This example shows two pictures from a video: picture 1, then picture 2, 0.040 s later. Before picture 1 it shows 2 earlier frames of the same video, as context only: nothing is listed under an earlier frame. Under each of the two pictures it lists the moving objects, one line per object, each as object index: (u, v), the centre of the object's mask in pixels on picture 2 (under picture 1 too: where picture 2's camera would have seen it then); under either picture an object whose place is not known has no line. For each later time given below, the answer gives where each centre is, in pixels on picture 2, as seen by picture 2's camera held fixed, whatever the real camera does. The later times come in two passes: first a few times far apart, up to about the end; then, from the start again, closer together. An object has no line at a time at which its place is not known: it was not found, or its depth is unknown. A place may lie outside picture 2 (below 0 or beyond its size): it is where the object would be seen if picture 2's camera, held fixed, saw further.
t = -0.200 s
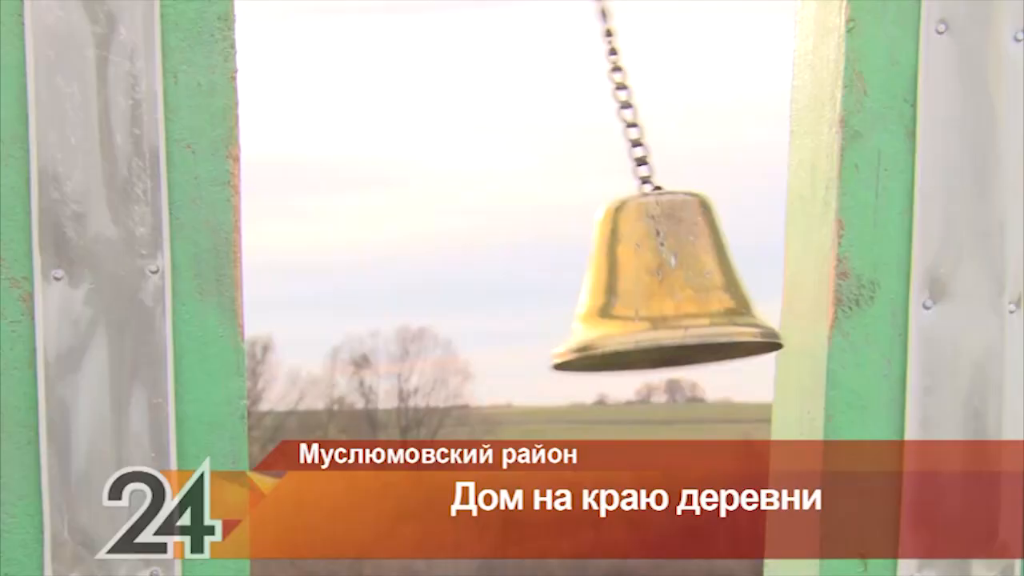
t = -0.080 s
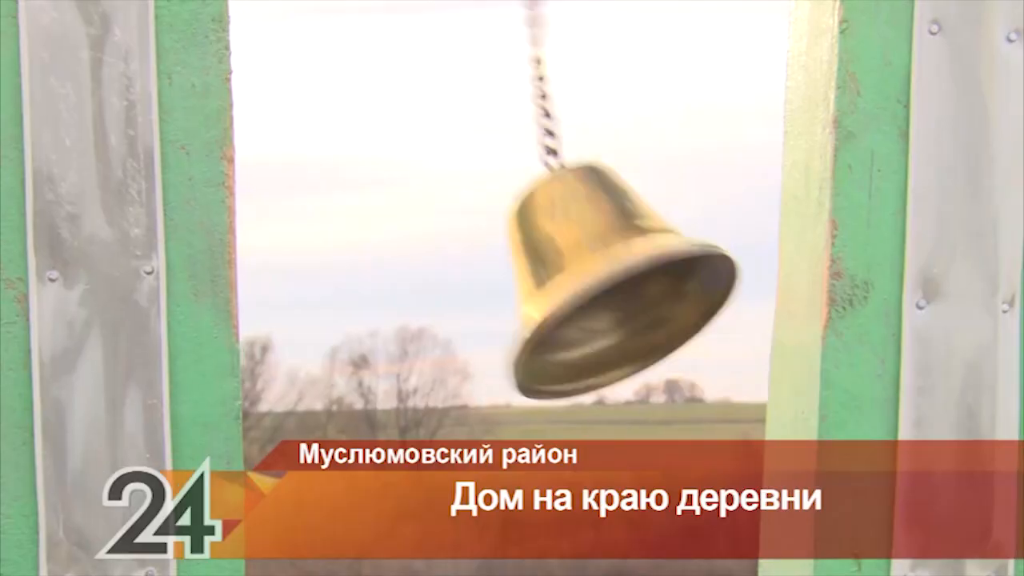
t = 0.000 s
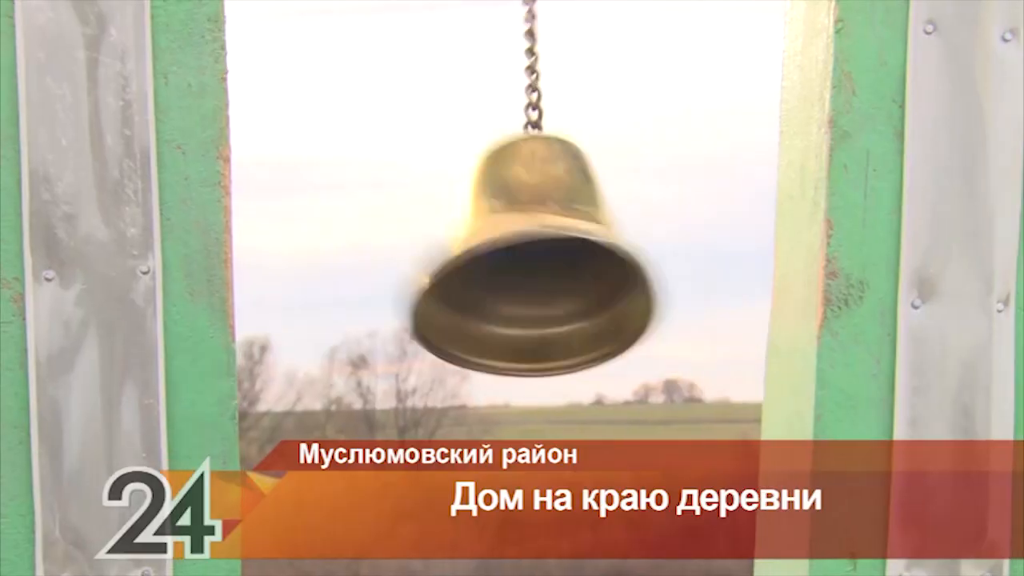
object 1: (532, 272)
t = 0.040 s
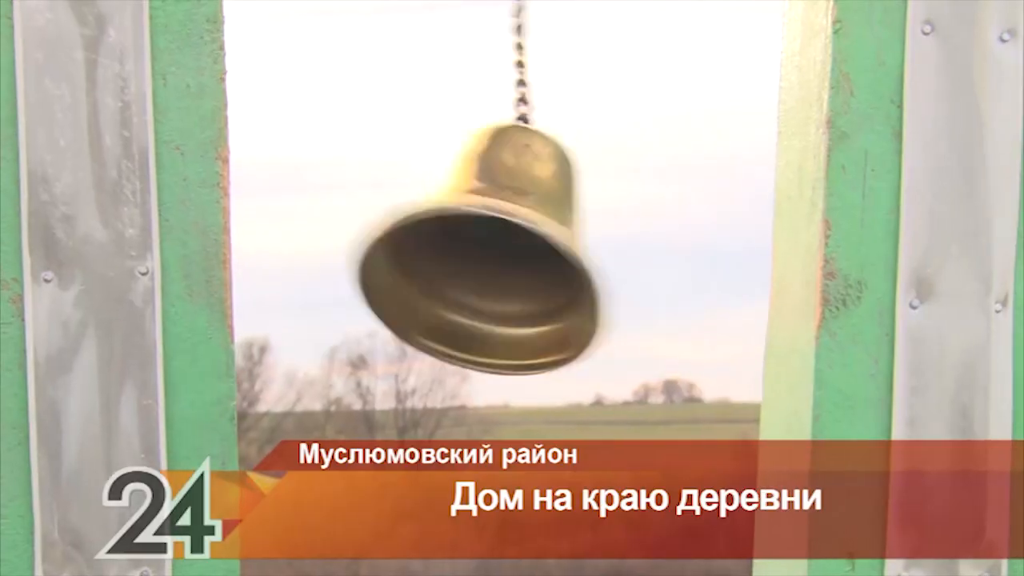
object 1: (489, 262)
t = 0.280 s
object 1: (423, 305)
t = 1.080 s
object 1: (515, 305)
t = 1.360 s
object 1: (545, 284)
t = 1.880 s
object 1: (668, 280)
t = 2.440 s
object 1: (525, 306)
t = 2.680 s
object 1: (569, 292)
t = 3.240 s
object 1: (653, 284)
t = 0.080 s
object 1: (455, 261)
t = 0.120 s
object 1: (433, 274)
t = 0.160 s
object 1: (421, 285)
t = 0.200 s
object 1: (413, 290)
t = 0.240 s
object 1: (412, 298)
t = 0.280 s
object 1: (423, 305)
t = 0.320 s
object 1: (444, 308)
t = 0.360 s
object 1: (474, 305)
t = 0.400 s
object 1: (518, 310)
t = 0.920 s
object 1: (379, 250)
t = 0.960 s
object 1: (353, 267)
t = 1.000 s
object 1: (381, 283)
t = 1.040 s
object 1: (446, 298)
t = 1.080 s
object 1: (515, 305)
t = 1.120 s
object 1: (580, 299)
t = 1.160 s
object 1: (637, 284)
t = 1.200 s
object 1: (688, 273)
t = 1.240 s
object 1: (661, 281)
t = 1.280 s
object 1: (627, 297)
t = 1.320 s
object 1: (590, 299)
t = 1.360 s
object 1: (545, 284)
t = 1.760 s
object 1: (496, 305)
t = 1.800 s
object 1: (547, 299)
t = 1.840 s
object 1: (606, 295)
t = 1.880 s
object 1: (668, 280)
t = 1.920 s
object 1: (655, 284)
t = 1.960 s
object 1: (621, 295)
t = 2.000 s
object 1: (581, 295)
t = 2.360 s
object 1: (416, 298)
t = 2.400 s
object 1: (466, 304)
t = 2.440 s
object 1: (525, 306)
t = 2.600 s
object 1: (616, 296)
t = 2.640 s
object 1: (591, 303)
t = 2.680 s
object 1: (569, 292)
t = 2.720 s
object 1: (545, 276)
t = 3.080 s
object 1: (505, 309)
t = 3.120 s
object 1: (538, 304)
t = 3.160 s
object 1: (576, 304)
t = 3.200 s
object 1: (625, 298)
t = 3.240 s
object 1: (653, 284)
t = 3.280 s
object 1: (621, 291)
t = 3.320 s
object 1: (594, 302)
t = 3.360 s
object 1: (567, 305)
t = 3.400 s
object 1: (542, 298)
